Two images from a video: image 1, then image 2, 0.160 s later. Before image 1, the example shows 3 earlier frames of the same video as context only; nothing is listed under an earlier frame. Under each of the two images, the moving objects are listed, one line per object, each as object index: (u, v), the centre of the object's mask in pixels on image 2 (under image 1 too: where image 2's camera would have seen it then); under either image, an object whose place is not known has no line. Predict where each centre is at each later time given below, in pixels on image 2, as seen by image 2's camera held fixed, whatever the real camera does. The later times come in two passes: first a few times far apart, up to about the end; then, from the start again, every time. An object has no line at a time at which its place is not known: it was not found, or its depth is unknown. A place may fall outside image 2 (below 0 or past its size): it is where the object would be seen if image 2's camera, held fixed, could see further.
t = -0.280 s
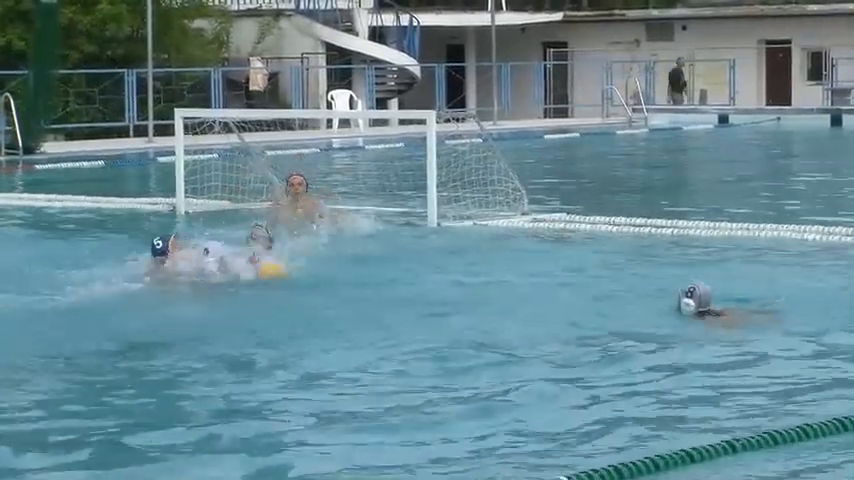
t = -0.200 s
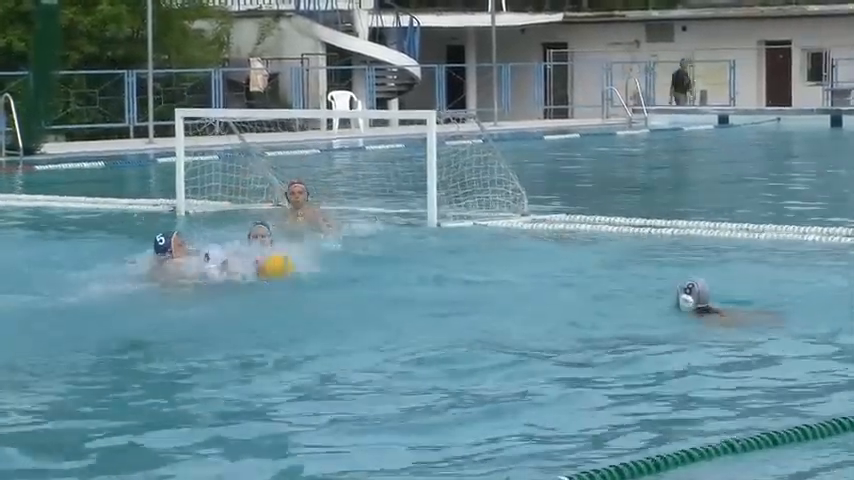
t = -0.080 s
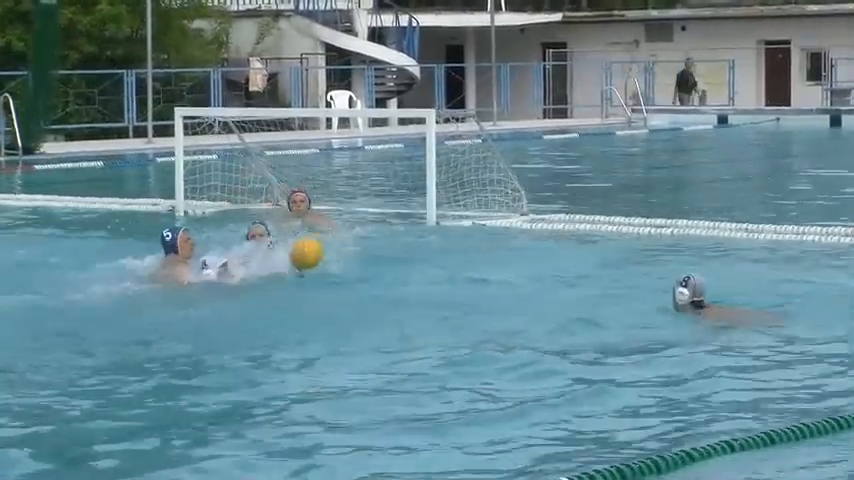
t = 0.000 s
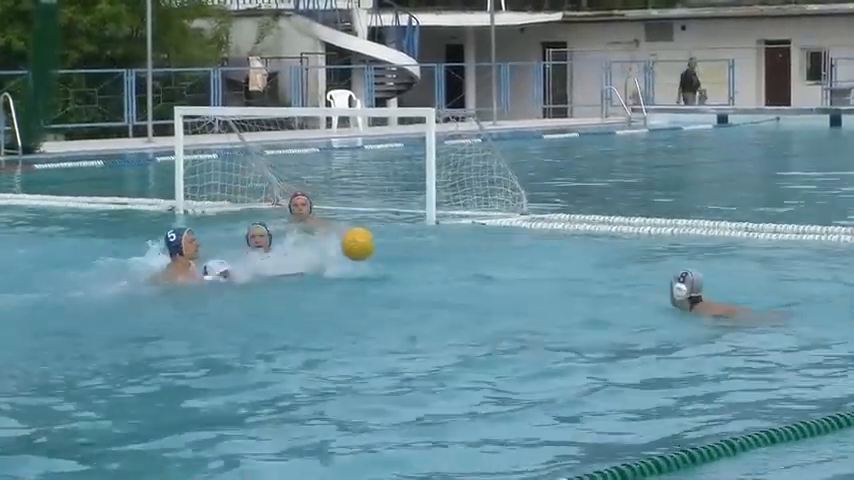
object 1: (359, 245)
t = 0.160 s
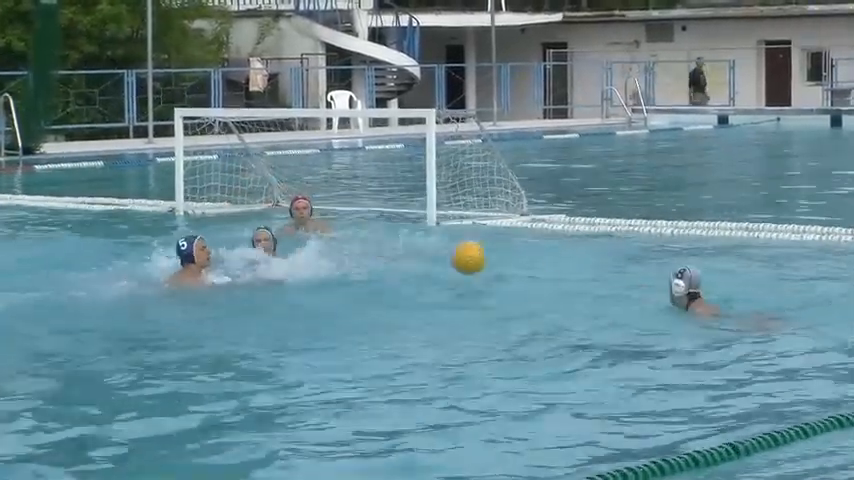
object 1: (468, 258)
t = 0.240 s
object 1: (525, 275)
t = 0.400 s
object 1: (585, 278)
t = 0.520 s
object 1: (607, 281)
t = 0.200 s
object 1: (497, 267)
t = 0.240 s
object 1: (525, 275)
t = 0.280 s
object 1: (547, 278)
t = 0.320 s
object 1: (562, 277)
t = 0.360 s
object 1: (575, 278)
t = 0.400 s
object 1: (585, 278)
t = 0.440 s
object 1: (594, 278)
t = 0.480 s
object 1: (602, 280)
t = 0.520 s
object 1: (607, 281)
